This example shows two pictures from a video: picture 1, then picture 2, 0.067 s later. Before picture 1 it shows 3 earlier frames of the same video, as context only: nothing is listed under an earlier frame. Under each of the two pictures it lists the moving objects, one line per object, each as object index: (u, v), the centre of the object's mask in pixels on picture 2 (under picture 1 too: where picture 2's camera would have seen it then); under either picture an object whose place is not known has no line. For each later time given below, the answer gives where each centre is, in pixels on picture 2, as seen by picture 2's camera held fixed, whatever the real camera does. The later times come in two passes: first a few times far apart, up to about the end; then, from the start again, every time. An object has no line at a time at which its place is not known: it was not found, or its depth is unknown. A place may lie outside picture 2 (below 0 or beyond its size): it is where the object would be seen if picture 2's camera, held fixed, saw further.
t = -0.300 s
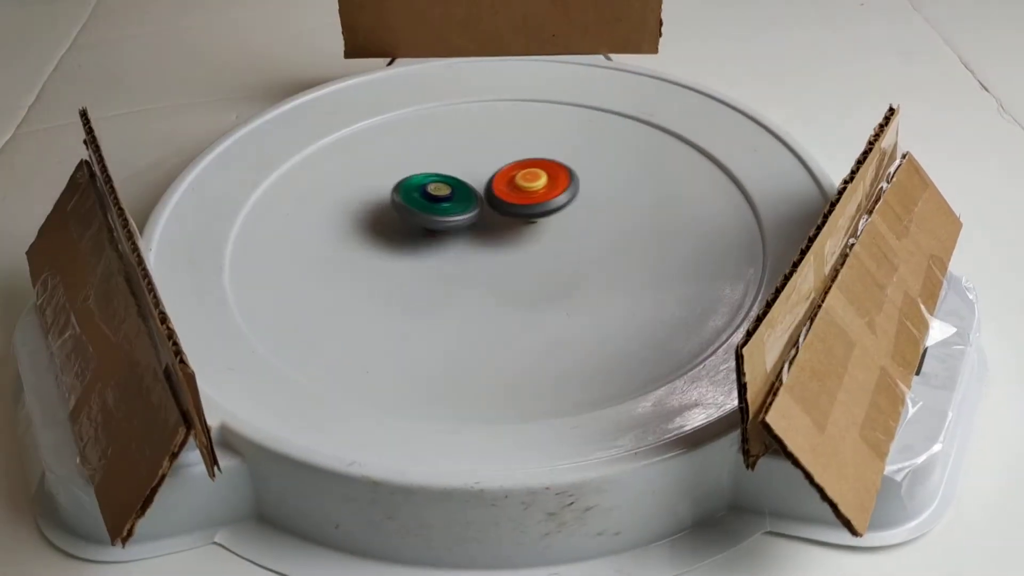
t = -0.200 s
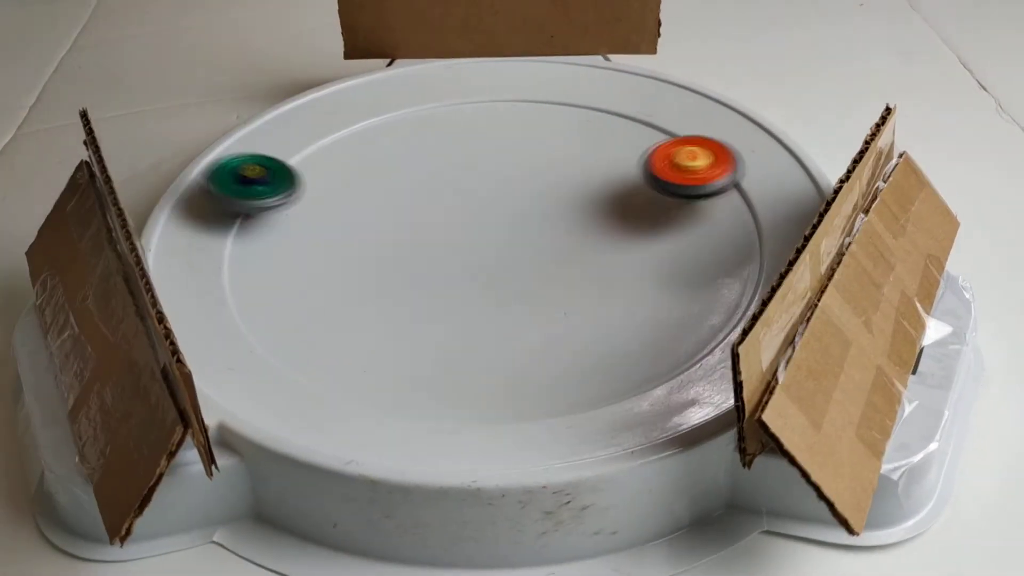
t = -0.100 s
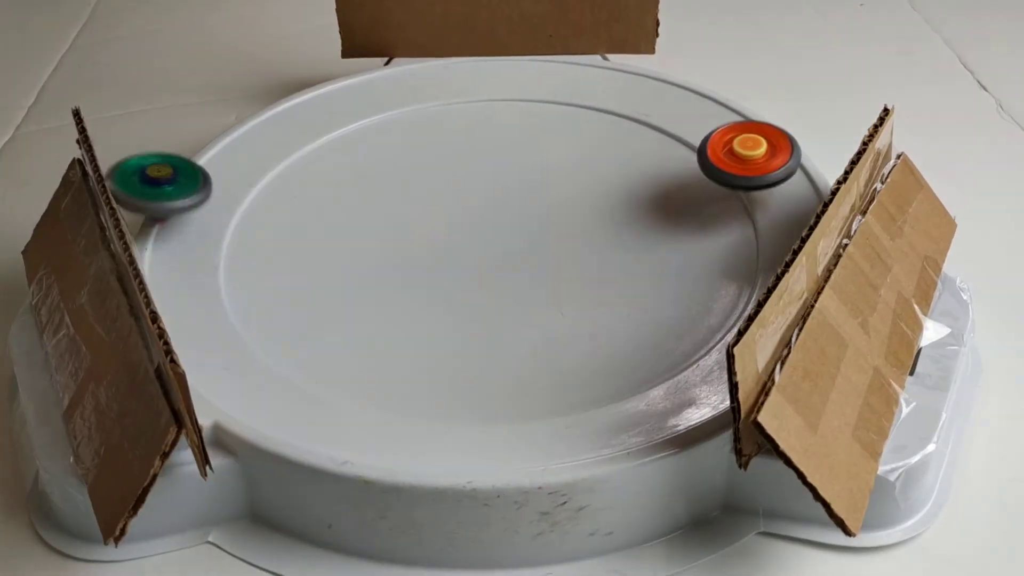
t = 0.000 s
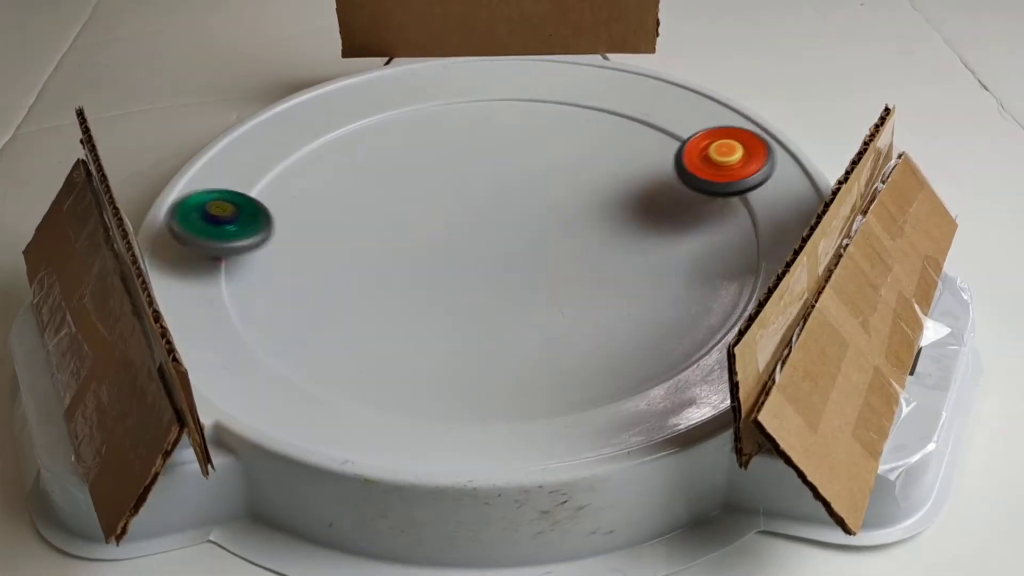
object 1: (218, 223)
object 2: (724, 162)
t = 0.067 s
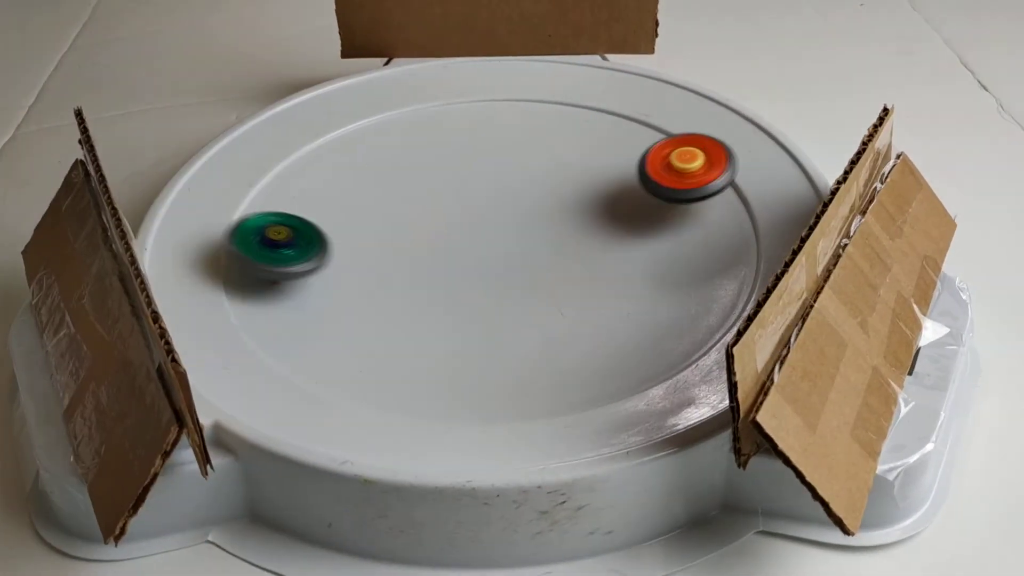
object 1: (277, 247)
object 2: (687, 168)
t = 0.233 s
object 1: (433, 251)
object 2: (576, 172)
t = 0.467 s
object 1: (452, 201)
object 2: (540, 162)
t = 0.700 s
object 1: (419, 183)
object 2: (519, 204)
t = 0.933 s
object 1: (436, 176)
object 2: (553, 238)
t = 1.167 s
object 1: (474, 160)
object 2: (583, 216)
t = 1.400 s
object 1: (477, 144)
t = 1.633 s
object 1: (469, 148)
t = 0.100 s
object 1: (310, 253)
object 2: (664, 170)
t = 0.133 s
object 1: (343, 258)
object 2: (641, 171)
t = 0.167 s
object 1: (374, 259)
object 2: (618, 172)
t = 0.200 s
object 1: (405, 255)
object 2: (596, 172)
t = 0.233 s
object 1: (433, 251)
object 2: (576, 172)
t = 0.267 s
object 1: (456, 243)
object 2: (558, 175)
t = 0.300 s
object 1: (475, 233)
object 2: (542, 179)
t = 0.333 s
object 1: (475, 226)
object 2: (543, 173)
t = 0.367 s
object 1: (470, 220)
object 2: (544, 167)
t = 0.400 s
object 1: (466, 212)
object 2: (541, 164)
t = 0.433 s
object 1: (461, 205)
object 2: (537, 164)
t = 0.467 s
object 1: (452, 201)
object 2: (540, 162)
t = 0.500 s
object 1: (443, 197)
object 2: (539, 165)
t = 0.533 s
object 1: (437, 194)
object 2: (538, 169)
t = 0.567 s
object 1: (432, 190)
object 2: (534, 174)
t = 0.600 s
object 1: (429, 187)
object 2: (528, 181)
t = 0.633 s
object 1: (426, 185)
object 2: (523, 188)
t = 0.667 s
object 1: (422, 184)
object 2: (521, 196)
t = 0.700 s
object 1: (419, 183)
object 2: (519, 204)
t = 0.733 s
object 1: (417, 182)
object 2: (519, 211)
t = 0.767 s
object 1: (418, 182)
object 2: (522, 218)
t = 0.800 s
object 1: (418, 183)
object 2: (525, 224)
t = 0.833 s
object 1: (422, 182)
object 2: (530, 229)
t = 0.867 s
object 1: (425, 180)
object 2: (537, 233)
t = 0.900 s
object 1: (431, 178)
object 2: (544, 236)
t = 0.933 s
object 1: (436, 176)
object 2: (553, 238)
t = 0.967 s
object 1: (442, 174)
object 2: (561, 238)
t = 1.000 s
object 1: (448, 172)
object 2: (569, 238)
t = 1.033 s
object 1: (454, 170)
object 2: (578, 236)
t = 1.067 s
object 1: (460, 168)
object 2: (584, 232)
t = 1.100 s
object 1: (465, 166)
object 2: (587, 227)
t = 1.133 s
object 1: (469, 164)
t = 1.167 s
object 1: (474, 160)
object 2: (583, 216)
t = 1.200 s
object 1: (475, 158)
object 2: (578, 213)
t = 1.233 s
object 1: (477, 155)
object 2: (572, 211)
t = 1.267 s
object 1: (478, 153)
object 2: (565, 210)
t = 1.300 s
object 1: (479, 151)
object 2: (555, 212)
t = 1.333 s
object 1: (479, 148)
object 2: (544, 215)
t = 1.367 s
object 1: (478, 146)
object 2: (534, 219)
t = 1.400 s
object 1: (477, 144)
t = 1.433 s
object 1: (476, 143)
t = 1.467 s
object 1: (475, 142)
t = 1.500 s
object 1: (473, 142)
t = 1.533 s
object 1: (470, 142)
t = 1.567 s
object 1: (469, 142)
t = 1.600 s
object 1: (469, 145)
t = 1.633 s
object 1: (469, 148)
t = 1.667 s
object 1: (469, 151)
